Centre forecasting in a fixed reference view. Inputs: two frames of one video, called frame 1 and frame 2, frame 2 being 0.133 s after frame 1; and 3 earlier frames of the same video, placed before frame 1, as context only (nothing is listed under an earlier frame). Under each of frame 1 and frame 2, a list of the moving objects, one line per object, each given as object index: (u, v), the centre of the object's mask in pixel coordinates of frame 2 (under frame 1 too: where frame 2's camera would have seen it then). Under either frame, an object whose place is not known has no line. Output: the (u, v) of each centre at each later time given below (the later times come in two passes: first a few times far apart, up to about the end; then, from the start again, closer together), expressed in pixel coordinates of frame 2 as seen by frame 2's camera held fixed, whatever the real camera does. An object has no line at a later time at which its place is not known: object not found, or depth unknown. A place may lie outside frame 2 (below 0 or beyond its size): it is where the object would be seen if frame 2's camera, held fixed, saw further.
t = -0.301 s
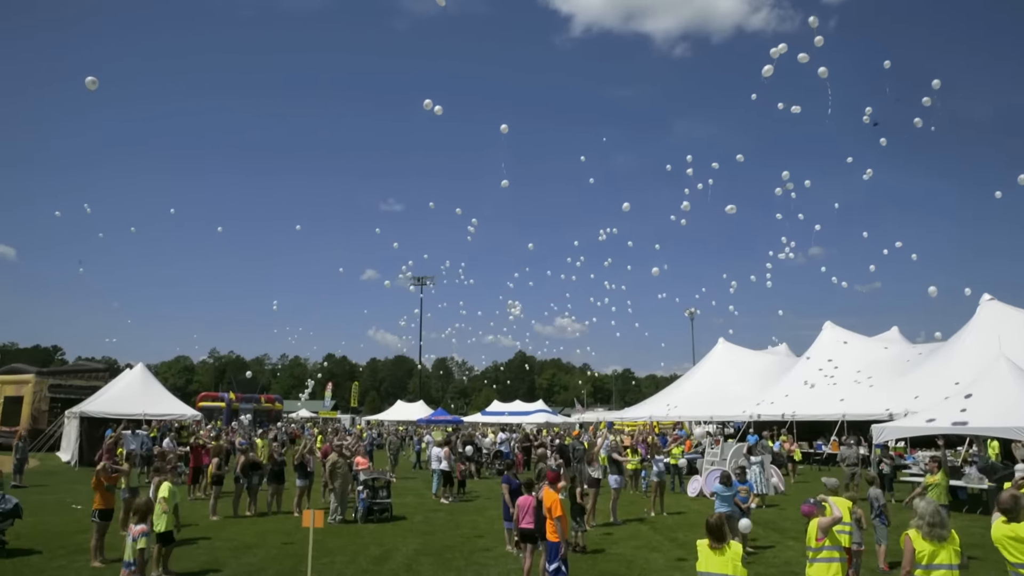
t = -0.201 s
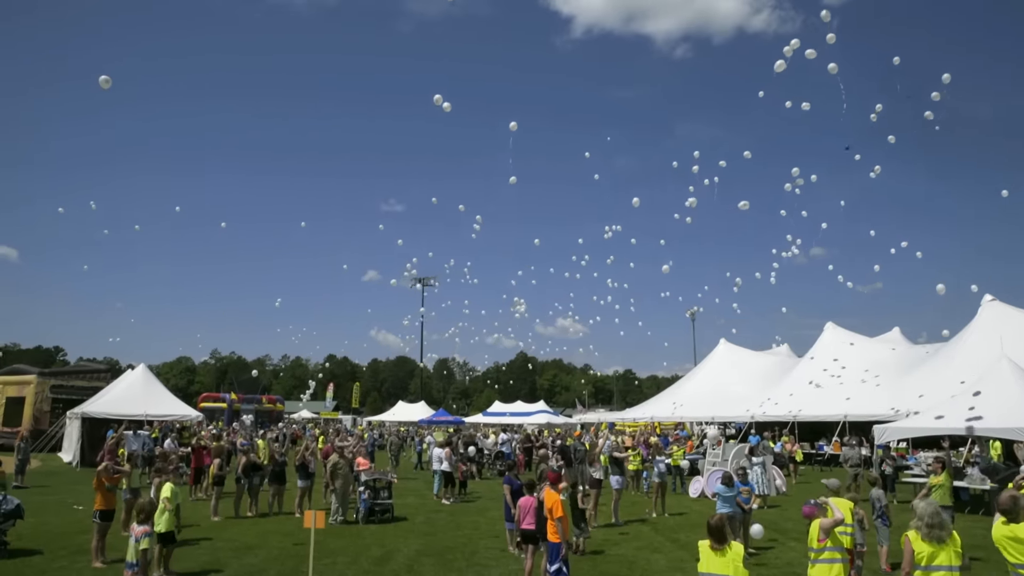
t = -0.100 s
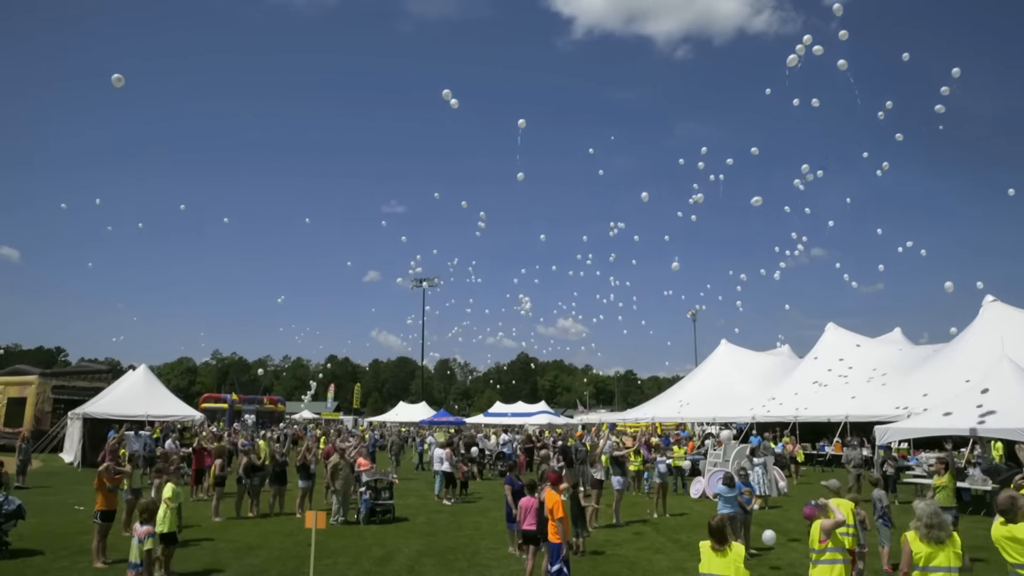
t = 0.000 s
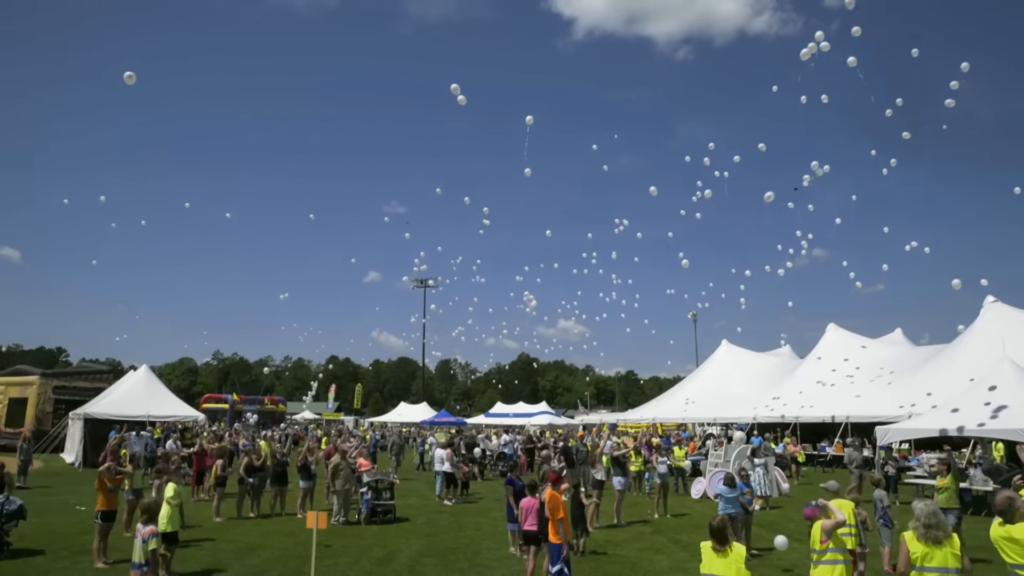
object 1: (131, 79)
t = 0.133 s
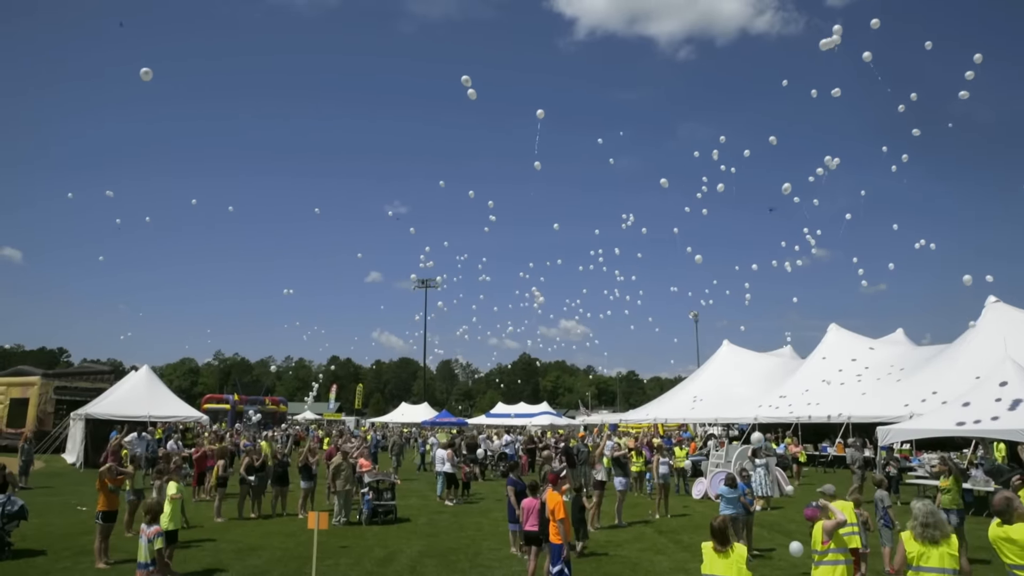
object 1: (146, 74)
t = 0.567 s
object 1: (196, 62)
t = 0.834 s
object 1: (231, 54)
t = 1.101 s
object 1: (267, 45)
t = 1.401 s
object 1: (307, 32)
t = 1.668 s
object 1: (336, 14)
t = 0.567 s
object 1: (196, 62)
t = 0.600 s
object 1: (200, 60)
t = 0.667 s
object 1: (209, 59)
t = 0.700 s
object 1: (213, 58)
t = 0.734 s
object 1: (218, 57)
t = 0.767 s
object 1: (222, 56)
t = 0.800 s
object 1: (226, 55)
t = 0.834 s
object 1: (231, 54)
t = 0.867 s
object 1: (235, 52)
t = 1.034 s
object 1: (257, 47)
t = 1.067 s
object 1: (262, 46)
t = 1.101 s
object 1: (267, 45)
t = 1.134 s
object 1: (272, 44)
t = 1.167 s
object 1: (276, 42)
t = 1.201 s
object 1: (280, 41)
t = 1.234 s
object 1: (285, 40)
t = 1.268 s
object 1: (289, 38)
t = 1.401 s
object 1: (307, 32)
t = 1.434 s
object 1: (310, 29)
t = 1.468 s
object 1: (314, 27)
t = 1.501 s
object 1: (318, 25)
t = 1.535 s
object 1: (321, 23)
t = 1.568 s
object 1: (326, 20)
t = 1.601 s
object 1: (329, 18)
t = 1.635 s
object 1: (332, 16)
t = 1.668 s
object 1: (336, 14)
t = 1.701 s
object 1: (339, 12)
